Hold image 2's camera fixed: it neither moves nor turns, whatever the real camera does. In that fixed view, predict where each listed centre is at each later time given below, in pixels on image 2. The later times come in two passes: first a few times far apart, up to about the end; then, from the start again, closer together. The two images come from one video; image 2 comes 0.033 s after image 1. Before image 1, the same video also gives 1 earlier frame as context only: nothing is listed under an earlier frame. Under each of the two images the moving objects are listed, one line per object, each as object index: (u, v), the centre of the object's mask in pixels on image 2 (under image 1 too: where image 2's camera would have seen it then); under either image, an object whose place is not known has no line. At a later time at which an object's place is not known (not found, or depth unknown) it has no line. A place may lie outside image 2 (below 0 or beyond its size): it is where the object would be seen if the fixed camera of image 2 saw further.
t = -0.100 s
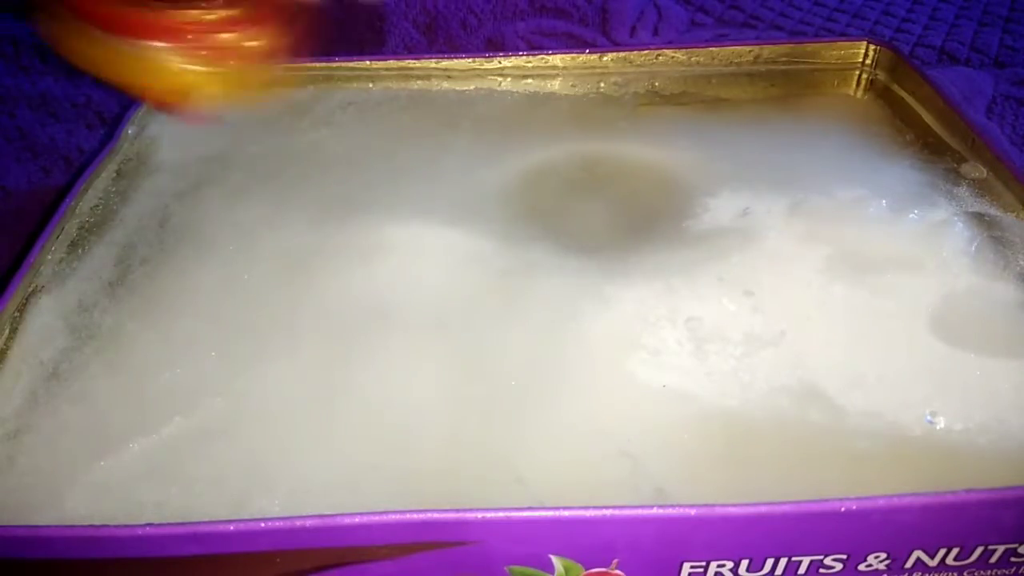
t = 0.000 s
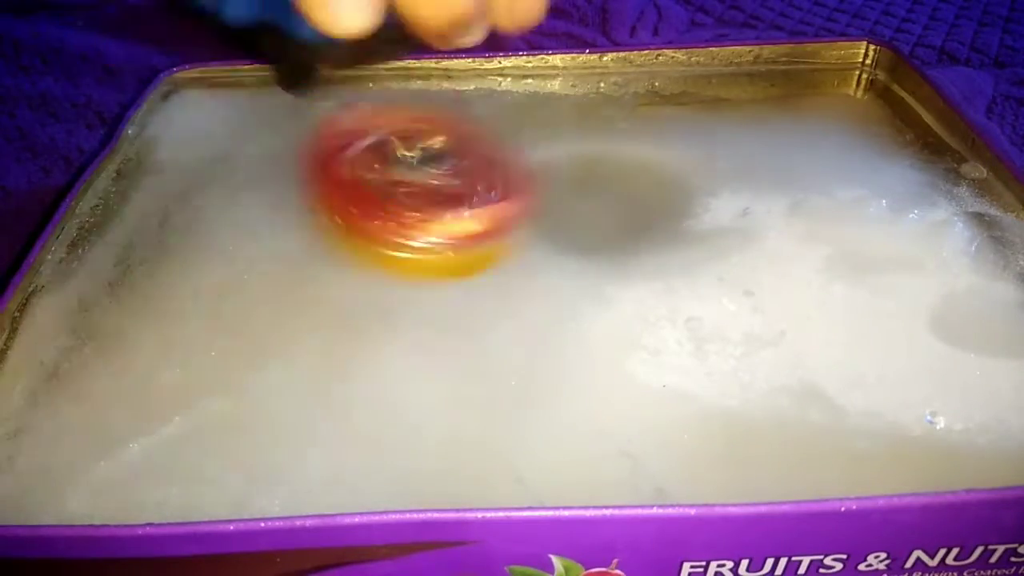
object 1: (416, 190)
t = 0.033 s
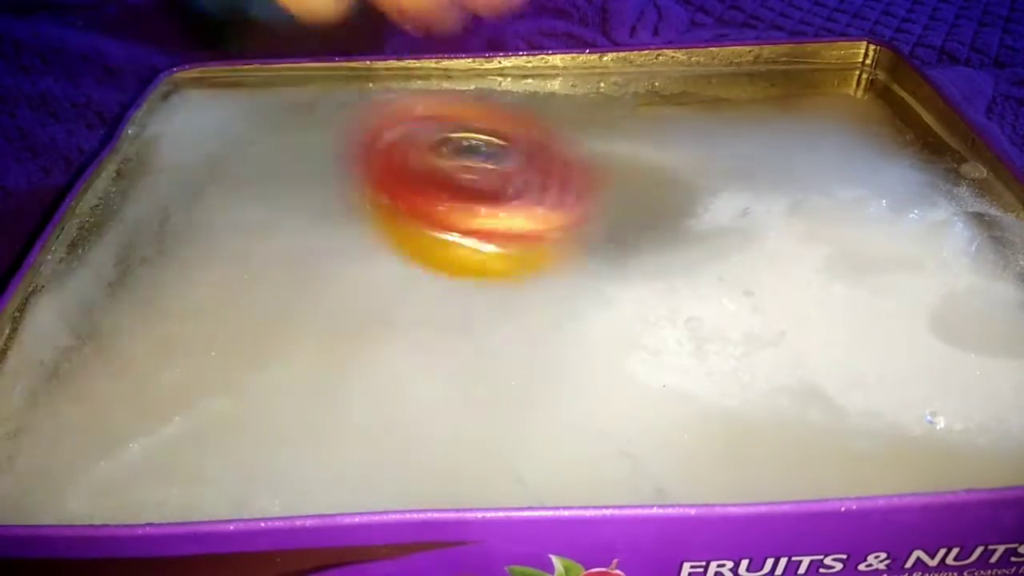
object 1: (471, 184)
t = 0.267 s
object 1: (814, 272)
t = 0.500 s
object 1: (819, 274)
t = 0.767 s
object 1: (689, 203)
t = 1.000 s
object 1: (635, 236)
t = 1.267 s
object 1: (666, 243)
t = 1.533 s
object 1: (662, 247)
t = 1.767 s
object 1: (650, 260)
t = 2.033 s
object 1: (613, 284)
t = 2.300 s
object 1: (568, 335)
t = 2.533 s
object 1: (535, 378)
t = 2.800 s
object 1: (508, 399)
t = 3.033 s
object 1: (511, 389)
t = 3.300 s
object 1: (514, 371)
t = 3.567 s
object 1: (568, 339)
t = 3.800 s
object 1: (629, 294)
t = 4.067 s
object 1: (652, 253)
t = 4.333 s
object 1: (667, 232)
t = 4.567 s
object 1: (655, 239)
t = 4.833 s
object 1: (657, 248)
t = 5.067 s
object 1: (658, 248)
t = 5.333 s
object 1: (660, 247)
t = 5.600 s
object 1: (643, 242)
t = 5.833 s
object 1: (645, 244)
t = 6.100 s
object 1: (649, 237)
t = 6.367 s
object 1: (653, 241)
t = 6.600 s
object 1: (652, 236)
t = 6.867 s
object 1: (651, 238)
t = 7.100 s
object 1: (654, 241)
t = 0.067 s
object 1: (530, 213)
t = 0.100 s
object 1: (593, 237)
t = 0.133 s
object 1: (648, 253)
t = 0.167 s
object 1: (701, 265)
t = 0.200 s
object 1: (747, 268)
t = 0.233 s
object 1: (786, 272)
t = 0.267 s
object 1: (814, 272)
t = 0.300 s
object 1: (839, 267)
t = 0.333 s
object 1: (835, 264)
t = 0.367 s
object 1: (829, 261)
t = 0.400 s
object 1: (829, 260)
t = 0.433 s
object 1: (830, 266)
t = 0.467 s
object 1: (828, 271)
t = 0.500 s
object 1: (819, 274)
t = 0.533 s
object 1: (807, 273)
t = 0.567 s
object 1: (792, 269)
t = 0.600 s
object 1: (775, 261)
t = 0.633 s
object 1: (757, 253)
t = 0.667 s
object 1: (738, 241)
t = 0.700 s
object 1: (721, 227)
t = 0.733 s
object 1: (705, 211)
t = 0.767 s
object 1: (689, 203)
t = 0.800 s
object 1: (674, 206)
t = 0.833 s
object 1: (660, 214)
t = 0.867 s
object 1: (646, 222)
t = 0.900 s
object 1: (637, 227)
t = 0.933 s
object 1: (632, 232)
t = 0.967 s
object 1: (632, 234)
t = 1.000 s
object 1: (635, 236)
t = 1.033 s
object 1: (638, 238)
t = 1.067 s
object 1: (643, 241)
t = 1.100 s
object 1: (651, 243)
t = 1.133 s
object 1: (658, 244)
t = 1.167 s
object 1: (664, 245)
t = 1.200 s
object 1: (670, 244)
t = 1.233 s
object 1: (670, 243)
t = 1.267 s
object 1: (666, 243)
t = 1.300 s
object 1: (664, 243)
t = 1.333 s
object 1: (664, 243)
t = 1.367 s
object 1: (666, 244)
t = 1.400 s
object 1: (666, 243)
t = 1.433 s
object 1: (665, 243)
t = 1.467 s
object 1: (665, 243)
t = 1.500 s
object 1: (663, 245)
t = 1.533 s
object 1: (662, 247)
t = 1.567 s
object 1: (661, 249)
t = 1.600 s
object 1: (660, 252)
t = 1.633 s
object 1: (659, 253)
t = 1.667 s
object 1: (658, 254)
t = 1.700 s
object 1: (656, 255)
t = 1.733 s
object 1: (653, 258)
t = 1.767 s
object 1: (650, 260)
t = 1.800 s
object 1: (645, 262)
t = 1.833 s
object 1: (640, 264)
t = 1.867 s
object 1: (636, 265)
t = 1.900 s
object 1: (630, 267)
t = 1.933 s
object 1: (624, 269)
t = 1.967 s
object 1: (619, 273)
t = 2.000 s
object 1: (616, 277)
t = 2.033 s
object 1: (613, 284)
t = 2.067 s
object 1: (608, 292)
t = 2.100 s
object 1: (603, 300)
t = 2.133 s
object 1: (598, 306)
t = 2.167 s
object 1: (592, 312)
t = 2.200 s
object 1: (584, 318)
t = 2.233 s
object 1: (577, 324)
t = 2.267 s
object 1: (572, 330)
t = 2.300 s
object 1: (568, 335)
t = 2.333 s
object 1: (562, 341)
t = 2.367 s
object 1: (557, 347)
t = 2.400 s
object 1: (552, 353)
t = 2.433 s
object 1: (549, 357)
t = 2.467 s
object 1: (543, 365)
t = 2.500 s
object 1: (539, 372)
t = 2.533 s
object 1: (535, 378)
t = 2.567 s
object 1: (529, 383)
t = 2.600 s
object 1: (524, 390)
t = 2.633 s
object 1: (520, 396)
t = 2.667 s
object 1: (517, 402)
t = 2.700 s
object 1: (510, 408)
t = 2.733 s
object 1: (508, 410)
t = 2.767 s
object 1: (508, 404)
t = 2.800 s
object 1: (508, 399)
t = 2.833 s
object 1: (509, 395)
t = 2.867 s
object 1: (509, 393)
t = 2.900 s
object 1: (509, 392)
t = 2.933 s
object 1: (509, 391)
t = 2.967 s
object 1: (510, 391)
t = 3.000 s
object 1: (510, 390)
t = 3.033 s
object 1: (511, 389)
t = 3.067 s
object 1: (510, 387)
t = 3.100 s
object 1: (510, 386)
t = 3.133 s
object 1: (509, 384)
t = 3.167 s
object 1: (509, 381)
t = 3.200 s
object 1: (512, 379)
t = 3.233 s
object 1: (512, 377)
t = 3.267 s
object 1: (514, 375)
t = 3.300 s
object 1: (514, 371)
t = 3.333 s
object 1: (515, 367)
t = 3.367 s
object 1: (518, 363)
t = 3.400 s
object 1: (523, 360)
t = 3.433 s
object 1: (529, 355)
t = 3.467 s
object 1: (537, 351)
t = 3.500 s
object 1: (547, 346)
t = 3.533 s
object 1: (557, 343)
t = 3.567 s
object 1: (568, 339)
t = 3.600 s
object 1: (579, 336)
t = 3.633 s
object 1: (592, 330)
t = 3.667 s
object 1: (601, 325)
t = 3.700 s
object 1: (611, 318)
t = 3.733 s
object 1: (617, 311)
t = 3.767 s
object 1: (626, 302)
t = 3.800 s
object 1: (629, 294)
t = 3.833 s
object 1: (634, 286)
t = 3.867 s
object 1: (637, 280)
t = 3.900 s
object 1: (640, 274)
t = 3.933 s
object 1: (642, 269)
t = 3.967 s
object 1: (645, 263)
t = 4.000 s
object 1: (647, 259)
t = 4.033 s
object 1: (649, 255)
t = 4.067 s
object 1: (652, 253)
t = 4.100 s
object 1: (656, 253)
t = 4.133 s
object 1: (661, 252)
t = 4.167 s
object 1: (665, 250)
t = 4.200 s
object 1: (669, 246)
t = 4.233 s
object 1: (671, 242)
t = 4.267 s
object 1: (673, 237)
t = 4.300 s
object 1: (672, 234)
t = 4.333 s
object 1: (667, 232)
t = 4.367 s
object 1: (662, 230)
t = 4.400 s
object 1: (658, 229)
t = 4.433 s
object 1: (655, 230)
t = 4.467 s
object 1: (654, 232)
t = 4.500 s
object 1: (654, 234)
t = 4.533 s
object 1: (656, 236)
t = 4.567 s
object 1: (655, 239)
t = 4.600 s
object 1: (655, 243)
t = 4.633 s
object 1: (656, 245)
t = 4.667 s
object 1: (656, 247)
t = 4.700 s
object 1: (656, 248)
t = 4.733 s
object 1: (656, 248)
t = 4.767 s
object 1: (656, 248)
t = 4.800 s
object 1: (656, 249)
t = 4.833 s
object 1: (657, 248)
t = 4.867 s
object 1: (656, 249)
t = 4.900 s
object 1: (656, 248)
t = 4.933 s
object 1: (657, 248)
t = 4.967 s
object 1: (657, 248)
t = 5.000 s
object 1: (657, 248)
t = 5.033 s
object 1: (657, 248)
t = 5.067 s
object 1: (658, 248)
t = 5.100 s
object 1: (659, 247)
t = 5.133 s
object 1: (659, 248)
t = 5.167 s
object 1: (658, 248)
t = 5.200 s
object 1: (659, 247)
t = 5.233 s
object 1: (659, 247)
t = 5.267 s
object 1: (660, 247)
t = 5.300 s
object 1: (660, 247)
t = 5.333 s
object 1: (660, 247)
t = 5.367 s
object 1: (660, 247)
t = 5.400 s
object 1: (660, 247)
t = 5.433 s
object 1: (659, 247)
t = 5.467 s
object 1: (657, 246)
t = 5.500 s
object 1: (654, 245)
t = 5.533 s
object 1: (651, 245)
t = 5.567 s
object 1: (646, 243)
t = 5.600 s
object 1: (643, 242)
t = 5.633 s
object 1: (640, 241)
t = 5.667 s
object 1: (639, 241)
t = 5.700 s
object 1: (639, 242)
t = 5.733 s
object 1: (641, 242)
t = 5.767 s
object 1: (641, 243)
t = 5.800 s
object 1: (643, 243)
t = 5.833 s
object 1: (645, 244)
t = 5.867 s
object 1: (646, 244)
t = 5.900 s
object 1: (647, 244)
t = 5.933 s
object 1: (648, 243)
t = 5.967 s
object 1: (648, 241)
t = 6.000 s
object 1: (649, 240)
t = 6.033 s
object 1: (650, 238)
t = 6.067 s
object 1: (649, 237)
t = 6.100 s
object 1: (649, 237)
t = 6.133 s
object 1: (648, 238)
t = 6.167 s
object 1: (648, 239)
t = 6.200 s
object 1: (647, 240)
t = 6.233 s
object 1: (648, 241)
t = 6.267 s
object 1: (650, 242)
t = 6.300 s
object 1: (652, 242)
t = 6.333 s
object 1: (652, 242)
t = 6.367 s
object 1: (653, 241)
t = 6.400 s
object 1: (653, 240)
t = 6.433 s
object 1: (652, 239)
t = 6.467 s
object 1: (653, 238)
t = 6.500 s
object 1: (652, 237)
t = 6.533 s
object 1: (652, 237)
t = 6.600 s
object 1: (652, 236)
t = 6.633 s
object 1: (652, 236)
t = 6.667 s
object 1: (652, 237)
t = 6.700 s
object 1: (651, 237)
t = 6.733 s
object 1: (651, 236)
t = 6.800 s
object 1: (651, 237)
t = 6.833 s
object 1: (651, 237)
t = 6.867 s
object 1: (651, 238)
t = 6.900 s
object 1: (651, 238)
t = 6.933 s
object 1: (652, 239)
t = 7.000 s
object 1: (652, 239)
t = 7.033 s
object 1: (653, 240)
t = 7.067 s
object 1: (653, 240)
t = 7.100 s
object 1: (654, 241)
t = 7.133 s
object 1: (654, 242)
